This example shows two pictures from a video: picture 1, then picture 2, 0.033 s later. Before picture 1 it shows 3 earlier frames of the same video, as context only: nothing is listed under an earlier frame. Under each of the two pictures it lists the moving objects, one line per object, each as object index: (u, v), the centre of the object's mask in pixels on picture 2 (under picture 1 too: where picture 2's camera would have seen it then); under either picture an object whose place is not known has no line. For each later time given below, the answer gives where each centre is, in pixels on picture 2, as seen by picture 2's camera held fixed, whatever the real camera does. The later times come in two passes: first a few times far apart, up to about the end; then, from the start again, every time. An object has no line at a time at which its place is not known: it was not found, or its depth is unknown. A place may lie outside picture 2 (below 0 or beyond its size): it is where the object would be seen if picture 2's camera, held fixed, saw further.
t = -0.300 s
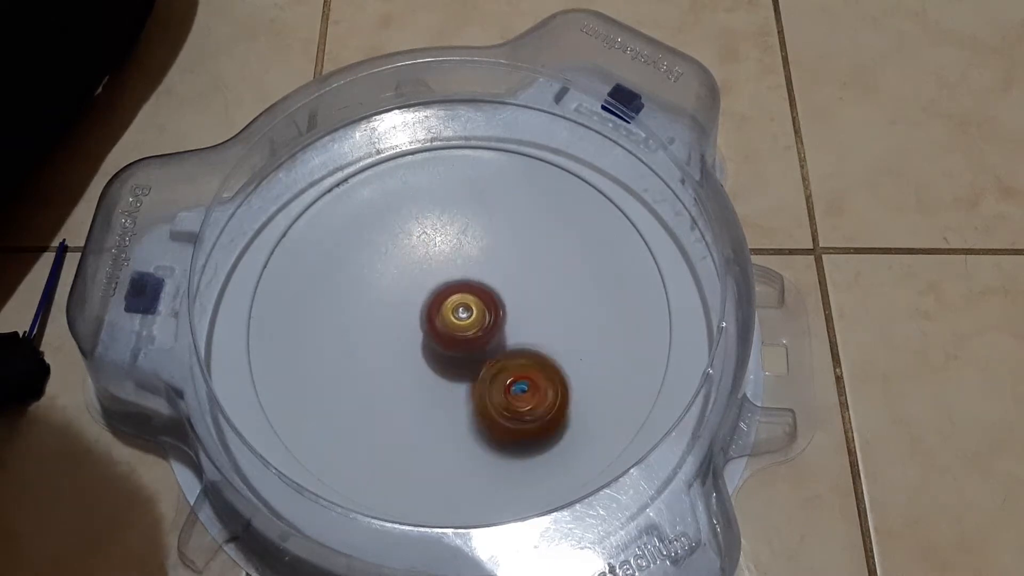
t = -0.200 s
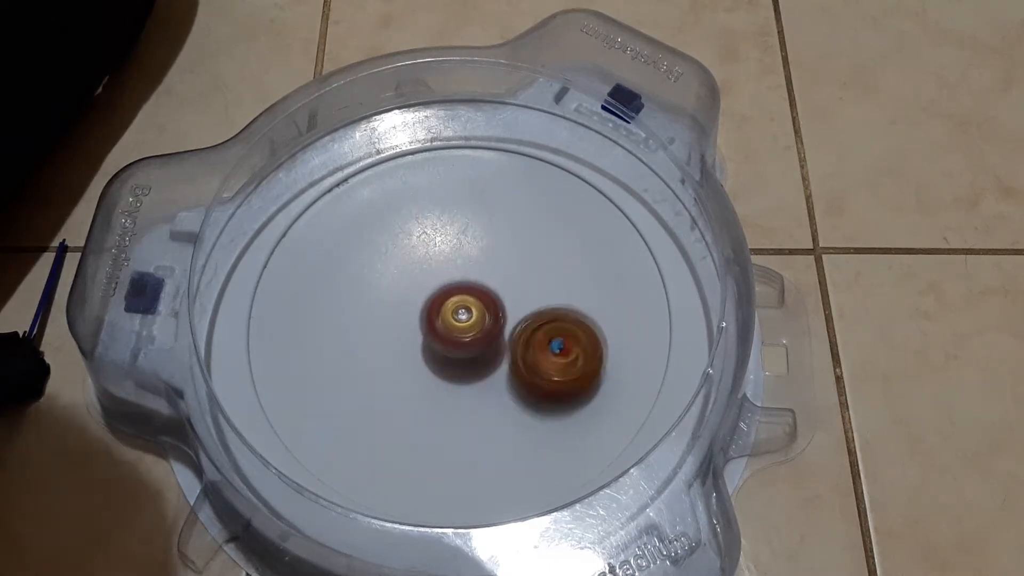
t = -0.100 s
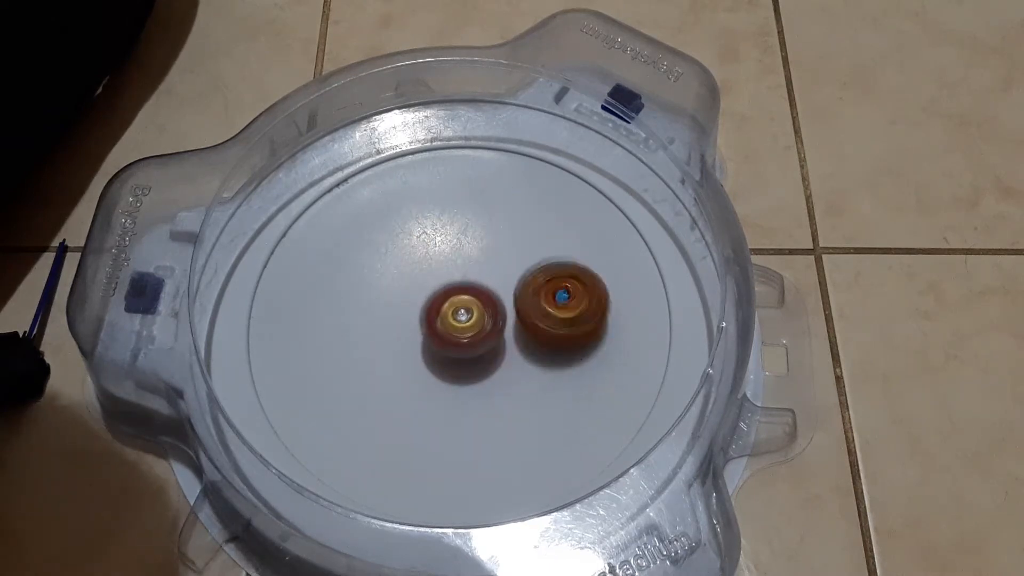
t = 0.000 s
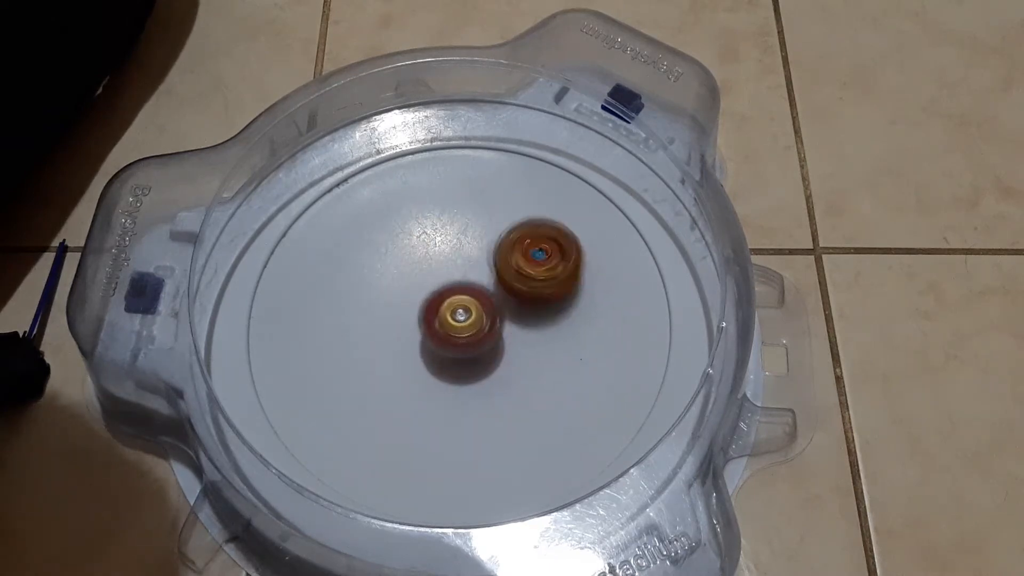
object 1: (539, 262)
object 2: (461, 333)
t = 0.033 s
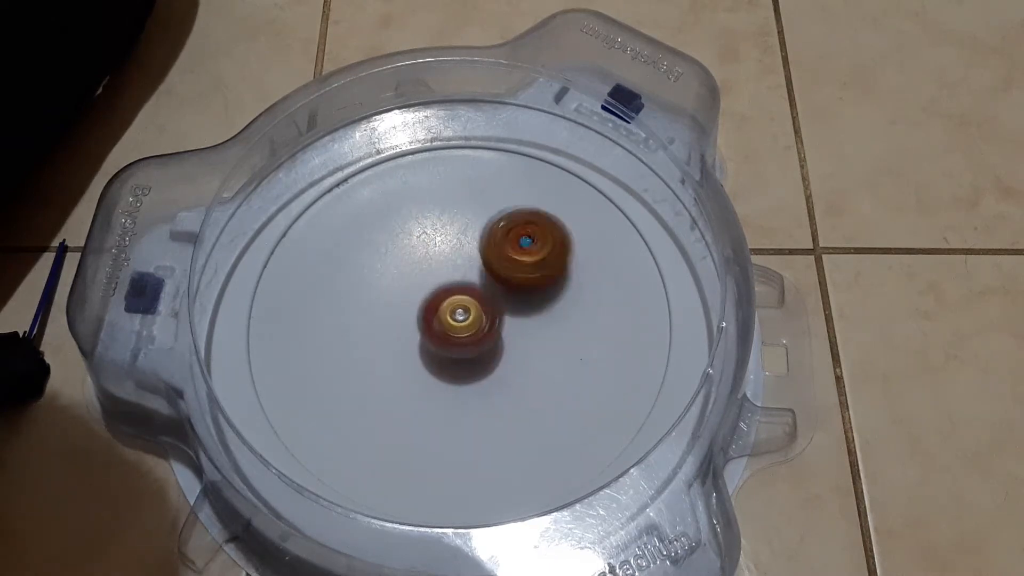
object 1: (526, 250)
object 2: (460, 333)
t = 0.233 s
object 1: (424, 231)
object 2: (457, 333)
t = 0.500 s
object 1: (353, 334)
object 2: (454, 329)
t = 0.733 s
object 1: (450, 410)
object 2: (457, 322)
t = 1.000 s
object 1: (559, 332)
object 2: (460, 326)
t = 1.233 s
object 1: (510, 240)
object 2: (464, 329)
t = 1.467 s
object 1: (397, 252)
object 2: (465, 331)
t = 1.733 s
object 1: (374, 368)
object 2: (463, 332)
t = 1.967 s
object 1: (485, 408)
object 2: (457, 326)
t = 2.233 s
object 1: (559, 308)
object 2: (452, 323)
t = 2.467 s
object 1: (512, 222)
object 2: (414, 332)
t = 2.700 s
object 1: (435, 216)
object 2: (405, 343)
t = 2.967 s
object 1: (459, 279)
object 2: (361, 420)
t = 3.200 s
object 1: (521, 320)
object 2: (381, 415)
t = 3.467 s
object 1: (543, 341)
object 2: (445, 366)
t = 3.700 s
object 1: (603, 365)
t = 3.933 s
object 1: (559, 360)
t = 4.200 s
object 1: (461, 346)
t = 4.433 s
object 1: (400, 335)
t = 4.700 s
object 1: (385, 340)
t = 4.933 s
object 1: (437, 334)
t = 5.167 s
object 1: (491, 339)
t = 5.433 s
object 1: (459, 352)
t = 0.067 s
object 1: (511, 239)
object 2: (460, 333)
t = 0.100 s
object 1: (495, 234)
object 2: (458, 333)
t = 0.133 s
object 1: (479, 229)
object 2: (458, 334)
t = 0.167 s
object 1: (462, 227)
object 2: (457, 335)
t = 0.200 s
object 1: (443, 227)
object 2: (457, 334)
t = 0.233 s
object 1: (424, 231)
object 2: (457, 333)
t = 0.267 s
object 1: (409, 239)
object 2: (457, 333)
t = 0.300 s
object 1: (392, 246)
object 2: (457, 332)
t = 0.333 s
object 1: (378, 258)
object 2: (456, 332)
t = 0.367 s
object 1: (365, 271)
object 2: (456, 331)
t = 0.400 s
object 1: (358, 286)
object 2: (455, 331)
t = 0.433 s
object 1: (353, 302)
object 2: (455, 330)
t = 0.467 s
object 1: (352, 319)
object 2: (454, 330)
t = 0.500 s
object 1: (353, 334)
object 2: (454, 329)
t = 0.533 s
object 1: (360, 353)
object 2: (454, 329)
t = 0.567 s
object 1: (369, 368)
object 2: (455, 329)
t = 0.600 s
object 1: (380, 384)
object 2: (456, 328)
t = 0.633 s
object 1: (395, 392)
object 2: (457, 326)
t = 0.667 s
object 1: (412, 405)
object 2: (458, 325)
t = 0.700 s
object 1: (431, 407)
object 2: (458, 323)
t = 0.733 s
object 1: (450, 410)
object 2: (457, 322)
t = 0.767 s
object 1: (469, 410)
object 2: (456, 321)
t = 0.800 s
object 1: (489, 407)
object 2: (456, 322)
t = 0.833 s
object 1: (508, 398)
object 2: (455, 323)
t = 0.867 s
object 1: (522, 388)
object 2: (456, 325)
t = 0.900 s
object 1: (536, 379)
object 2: (457, 325)
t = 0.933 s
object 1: (547, 363)
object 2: (459, 326)
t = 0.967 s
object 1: (555, 349)
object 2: (460, 326)
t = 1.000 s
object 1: (559, 332)
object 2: (460, 326)
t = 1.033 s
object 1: (562, 316)
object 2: (461, 326)
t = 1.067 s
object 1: (561, 301)
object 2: (461, 326)
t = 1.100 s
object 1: (555, 286)
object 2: (461, 326)
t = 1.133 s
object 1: (547, 274)
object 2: (462, 326)
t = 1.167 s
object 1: (538, 260)
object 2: (462, 327)
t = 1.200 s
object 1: (526, 249)
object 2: (463, 328)
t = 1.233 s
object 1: (510, 240)
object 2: (464, 329)
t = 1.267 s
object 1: (496, 235)
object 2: (464, 330)
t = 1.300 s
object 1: (480, 230)
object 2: (465, 330)
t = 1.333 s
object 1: (462, 229)
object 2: (465, 331)
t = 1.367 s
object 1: (444, 232)
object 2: (465, 330)
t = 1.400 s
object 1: (428, 237)
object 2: (465, 330)
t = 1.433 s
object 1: (412, 243)
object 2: (465, 330)
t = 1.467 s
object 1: (397, 252)
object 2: (465, 331)
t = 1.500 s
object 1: (383, 264)
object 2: (465, 331)
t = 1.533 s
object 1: (373, 277)
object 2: (465, 331)
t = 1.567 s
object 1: (365, 291)
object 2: (465, 331)
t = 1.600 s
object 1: (359, 306)
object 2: (465, 331)
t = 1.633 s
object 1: (359, 322)
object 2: (464, 331)
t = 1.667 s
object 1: (361, 337)
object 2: (464, 332)
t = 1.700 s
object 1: (366, 354)
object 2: (463, 332)
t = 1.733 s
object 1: (374, 368)
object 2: (463, 332)
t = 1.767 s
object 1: (384, 385)
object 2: (464, 332)
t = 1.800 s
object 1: (399, 393)
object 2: (465, 330)
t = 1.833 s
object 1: (413, 403)
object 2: (464, 330)
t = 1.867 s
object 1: (431, 410)
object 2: (464, 327)
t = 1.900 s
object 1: (450, 412)
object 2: (461, 325)
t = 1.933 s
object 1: (468, 410)
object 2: (459, 325)
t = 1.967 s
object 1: (485, 408)
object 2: (457, 326)
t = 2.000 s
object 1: (502, 401)
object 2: (456, 327)
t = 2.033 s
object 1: (519, 389)
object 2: (456, 328)
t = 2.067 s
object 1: (530, 380)
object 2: (457, 329)
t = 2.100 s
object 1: (542, 367)
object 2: (456, 327)
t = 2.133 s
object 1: (553, 353)
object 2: (455, 326)
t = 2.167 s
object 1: (557, 338)
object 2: (453, 325)
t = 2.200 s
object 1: (559, 324)
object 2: (452, 324)
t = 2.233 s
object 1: (559, 308)
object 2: (452, 323)
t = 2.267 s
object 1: (555, 292)
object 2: (452, 322)
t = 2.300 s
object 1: (547, 281)
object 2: (451, 320)
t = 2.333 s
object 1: (539, 268)
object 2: (451, 318)
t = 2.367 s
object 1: (528, 257)
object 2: (450, 317)
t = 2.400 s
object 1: (520, 248)
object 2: (441, 319)
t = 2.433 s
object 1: (518, 234)
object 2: (425, 326)
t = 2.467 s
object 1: (512, 222)
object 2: (414, 332)
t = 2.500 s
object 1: (504, 213)
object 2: (406, 336)
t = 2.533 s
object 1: (494, 206)
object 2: (402, 338)
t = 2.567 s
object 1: (483, 202)
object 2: (400, 340)
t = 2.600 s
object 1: (470, 201)
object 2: (400, 341)
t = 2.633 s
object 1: (458, 205)
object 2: (402, 342)
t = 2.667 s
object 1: (447, 209)
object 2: (404, 342)
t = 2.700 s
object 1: (435, 216)
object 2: (405, 343)
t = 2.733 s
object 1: (426, 228)
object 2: (407, 344)
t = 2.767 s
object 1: (419, 240)
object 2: (410, 345)
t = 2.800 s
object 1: (415, 251)
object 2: (406, 350)
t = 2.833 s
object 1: (425, 253)
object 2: (390, 371)
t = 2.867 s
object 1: (434, 258)
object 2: (375, 390)
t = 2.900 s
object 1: (442, 265)
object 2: (366, 404)
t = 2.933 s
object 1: (451, 272)
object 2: (361, 413)
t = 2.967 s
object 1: (459, 279)
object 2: (361, 420)
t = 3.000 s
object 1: (469, 285)
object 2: (360, 424)
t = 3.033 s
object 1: (478, 293)
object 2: (362, 426)
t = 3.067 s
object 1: (487, 297)
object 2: (365, 426)
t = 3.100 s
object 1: (496, 306)
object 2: (367, 424)
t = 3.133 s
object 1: (505, 311)
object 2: (371, 423)
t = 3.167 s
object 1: (512, 316)
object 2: (376, 419)
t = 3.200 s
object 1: (521, 320)
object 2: (381, 415)
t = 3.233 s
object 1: (526, 324)
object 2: (387, 411)
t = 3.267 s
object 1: (533, 328)
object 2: (393, 405)
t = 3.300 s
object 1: (537, 330)
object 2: (399, 400)
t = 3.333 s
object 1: (542, 333)
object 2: (406, 394)
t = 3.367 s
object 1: (543, 336)
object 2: (415, 387)
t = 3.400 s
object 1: (544, 338)
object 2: (424, 379)
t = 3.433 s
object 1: (544, 339)
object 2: (434, 373)
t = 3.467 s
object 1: (543, 341)
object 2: (445, 366)
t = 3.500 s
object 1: (551, 345)
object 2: (441, 355)
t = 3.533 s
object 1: (570, 352)
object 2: (414, 337)
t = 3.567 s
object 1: (585, 357)
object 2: (392, 319)
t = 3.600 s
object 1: (591, 362)
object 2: (375, 302)
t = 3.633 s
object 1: (597, 365)
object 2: (359, 288)
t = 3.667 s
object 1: (602, 364)
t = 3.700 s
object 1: (603, 365)
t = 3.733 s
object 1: (602, 367)
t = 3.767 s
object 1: (601, 367)
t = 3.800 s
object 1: (597, 366)
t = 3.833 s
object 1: (591, 365)
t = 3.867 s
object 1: (583, 365)
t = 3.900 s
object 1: (573, 363)
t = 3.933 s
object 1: (559, 360)
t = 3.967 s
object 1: (548, 357)
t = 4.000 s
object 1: (534, 353)
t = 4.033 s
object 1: (520, 348)
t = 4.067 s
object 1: (504, 342)
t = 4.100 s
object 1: (488, 337)
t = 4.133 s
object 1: (477, 336)
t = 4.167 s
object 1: (468, 342)
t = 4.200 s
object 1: (461, 346)
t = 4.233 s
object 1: (449, 346)
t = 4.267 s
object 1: (441, 347)
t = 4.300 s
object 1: (429, 346)
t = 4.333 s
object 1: (421, 343)
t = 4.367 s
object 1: (413, 341)
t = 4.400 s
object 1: (407, 337)
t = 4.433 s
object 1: (400, 335)
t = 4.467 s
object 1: (394, 338)
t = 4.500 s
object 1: (385, 339)
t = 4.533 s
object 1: (381, 337)
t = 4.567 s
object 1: (381, 336)
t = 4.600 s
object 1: (381, 336)
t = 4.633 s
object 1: (384, 340)
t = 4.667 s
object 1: (383, 340)
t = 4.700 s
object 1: (385, 340)
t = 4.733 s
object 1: (389, 338)
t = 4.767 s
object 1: (396, 336)
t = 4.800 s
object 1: (404, 339)
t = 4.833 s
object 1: (410, 336)
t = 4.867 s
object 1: (418, 336)
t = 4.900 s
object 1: (426, 336)
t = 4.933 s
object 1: (437, 334)
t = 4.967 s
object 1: (444, 335)
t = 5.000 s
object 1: (453, 333)
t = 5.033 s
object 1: (461, 339)
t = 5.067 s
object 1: (469, 334)
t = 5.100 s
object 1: (479, 334)
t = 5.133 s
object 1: (485, 341)
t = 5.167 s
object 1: (491, 339)
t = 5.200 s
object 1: (492, 347)
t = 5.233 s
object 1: (488, 344)
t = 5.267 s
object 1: (485, 345)
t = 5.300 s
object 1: (481, 346)
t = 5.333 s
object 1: (476, 348)
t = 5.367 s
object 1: (472, 349)
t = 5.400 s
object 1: (467, 350)
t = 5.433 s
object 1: (459, 352)
